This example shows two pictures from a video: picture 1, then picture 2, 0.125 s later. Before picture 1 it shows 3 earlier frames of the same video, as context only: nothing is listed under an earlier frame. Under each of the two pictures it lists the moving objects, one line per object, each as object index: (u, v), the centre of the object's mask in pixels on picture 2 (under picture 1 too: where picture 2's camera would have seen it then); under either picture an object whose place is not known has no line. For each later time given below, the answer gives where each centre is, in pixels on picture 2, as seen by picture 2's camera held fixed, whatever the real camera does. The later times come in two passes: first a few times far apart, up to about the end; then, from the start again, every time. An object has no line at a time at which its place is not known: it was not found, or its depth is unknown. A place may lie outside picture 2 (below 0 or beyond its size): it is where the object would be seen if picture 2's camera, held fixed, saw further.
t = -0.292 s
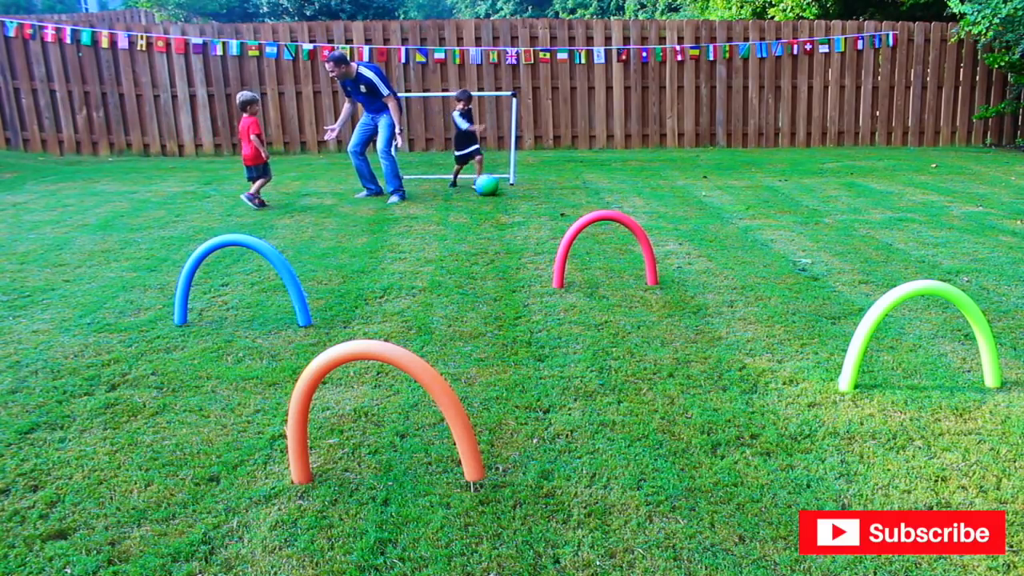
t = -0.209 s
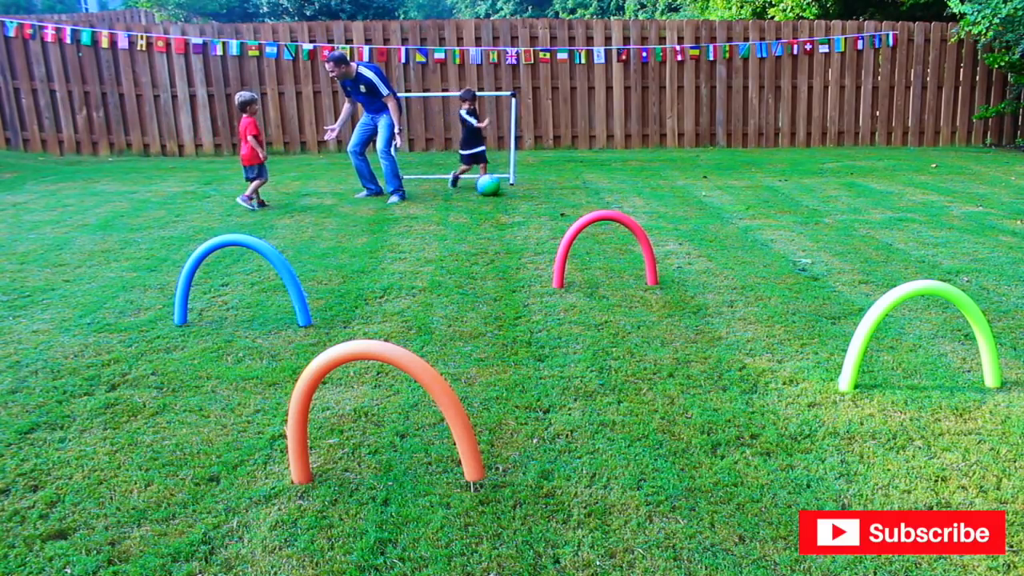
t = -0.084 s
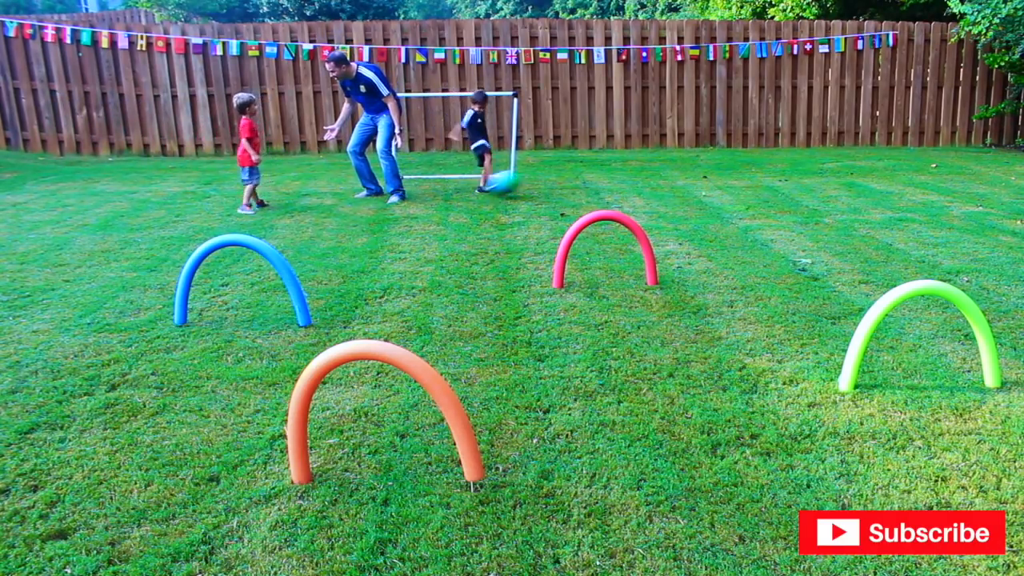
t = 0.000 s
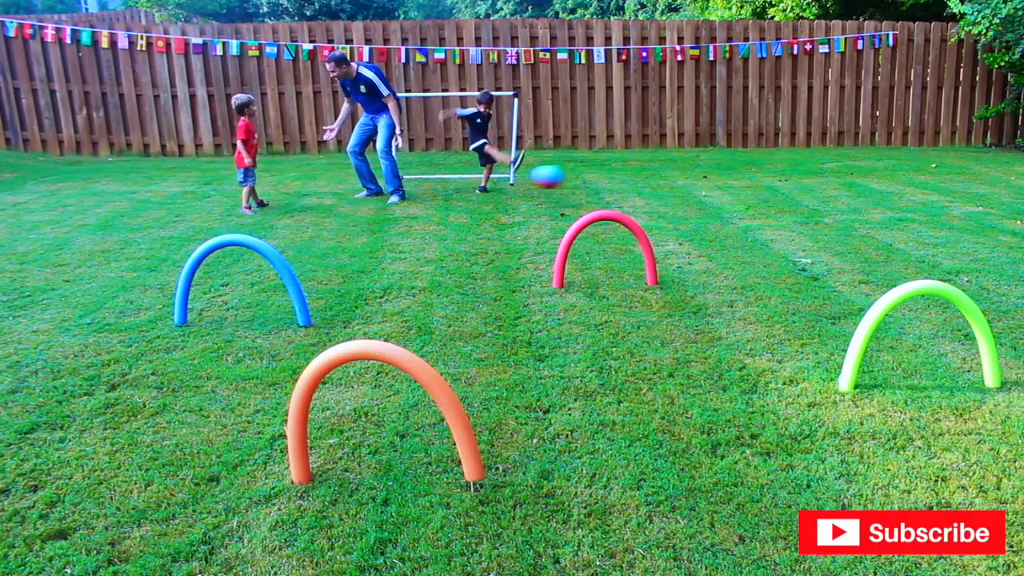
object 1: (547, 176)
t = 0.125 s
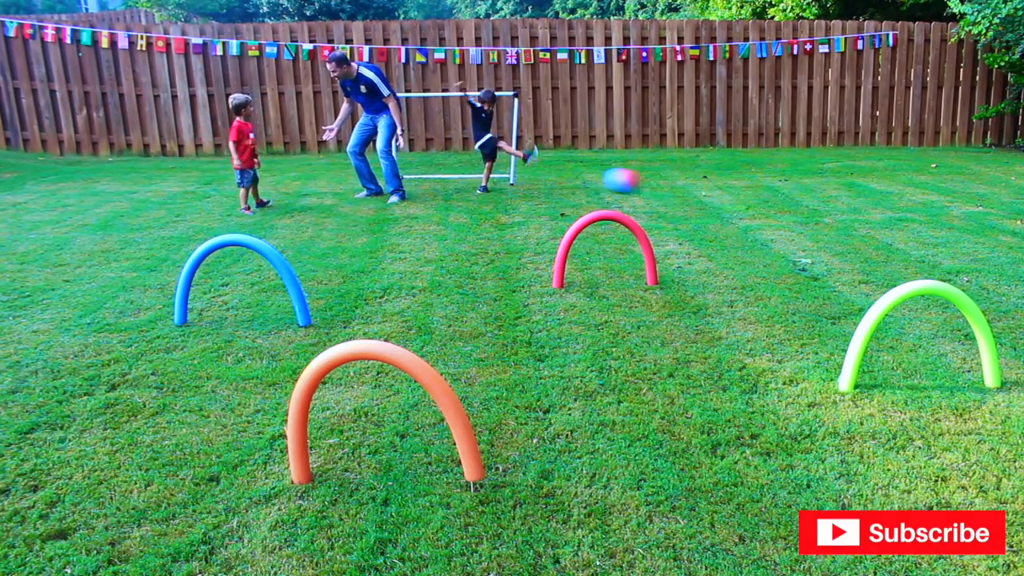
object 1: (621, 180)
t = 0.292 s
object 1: (737, 216)
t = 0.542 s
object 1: (896, 210)
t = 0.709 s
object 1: (1003, 233)
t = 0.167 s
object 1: (650, 186)
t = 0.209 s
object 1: (679, 192)
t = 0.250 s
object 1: (709, 203)
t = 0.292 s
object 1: (737, 216)
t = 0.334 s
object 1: (771, 229)
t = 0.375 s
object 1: (796, 227)
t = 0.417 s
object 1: (821, 219)
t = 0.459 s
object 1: (845, 214)
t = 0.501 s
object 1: (871, 211)
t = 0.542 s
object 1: (896, 210)
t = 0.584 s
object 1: (922, 211)
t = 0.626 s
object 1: (949, 216)
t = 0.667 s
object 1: (976, 223)
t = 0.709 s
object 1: (1003, 233)
